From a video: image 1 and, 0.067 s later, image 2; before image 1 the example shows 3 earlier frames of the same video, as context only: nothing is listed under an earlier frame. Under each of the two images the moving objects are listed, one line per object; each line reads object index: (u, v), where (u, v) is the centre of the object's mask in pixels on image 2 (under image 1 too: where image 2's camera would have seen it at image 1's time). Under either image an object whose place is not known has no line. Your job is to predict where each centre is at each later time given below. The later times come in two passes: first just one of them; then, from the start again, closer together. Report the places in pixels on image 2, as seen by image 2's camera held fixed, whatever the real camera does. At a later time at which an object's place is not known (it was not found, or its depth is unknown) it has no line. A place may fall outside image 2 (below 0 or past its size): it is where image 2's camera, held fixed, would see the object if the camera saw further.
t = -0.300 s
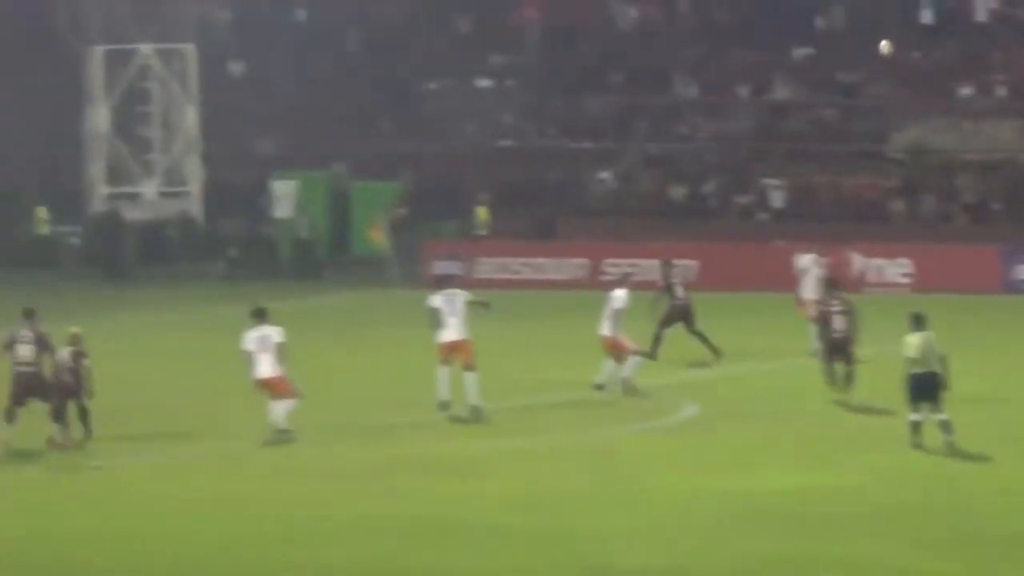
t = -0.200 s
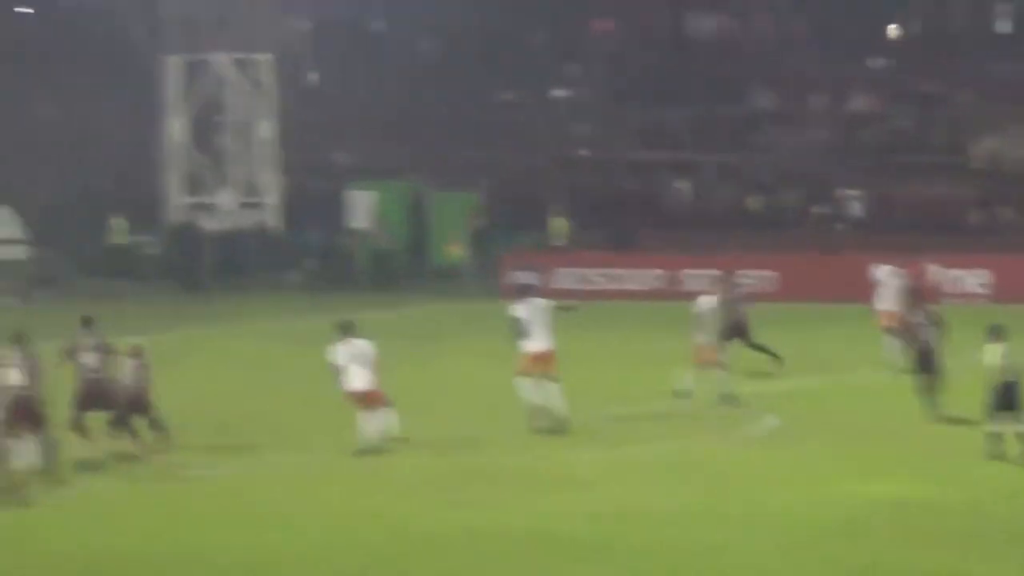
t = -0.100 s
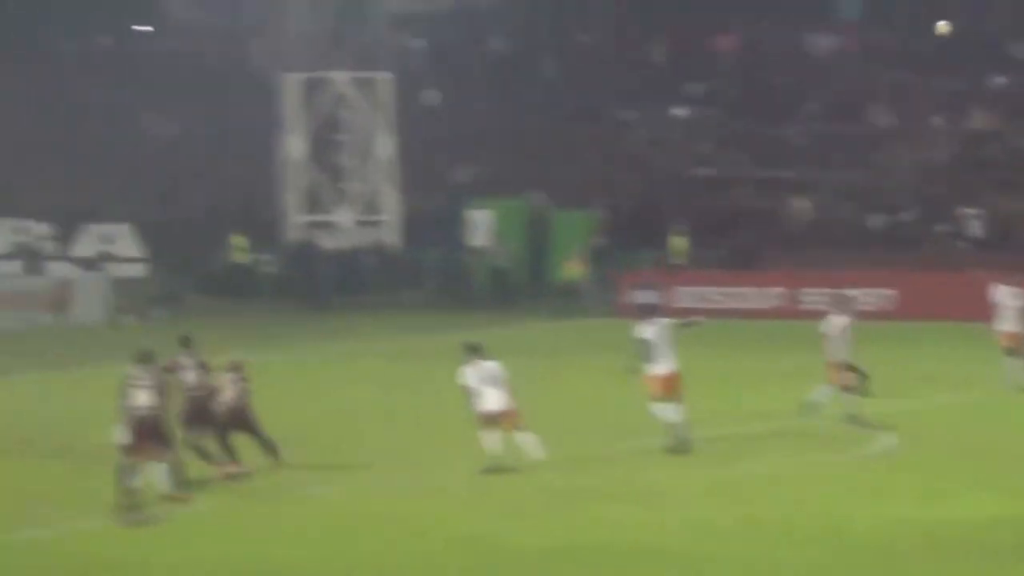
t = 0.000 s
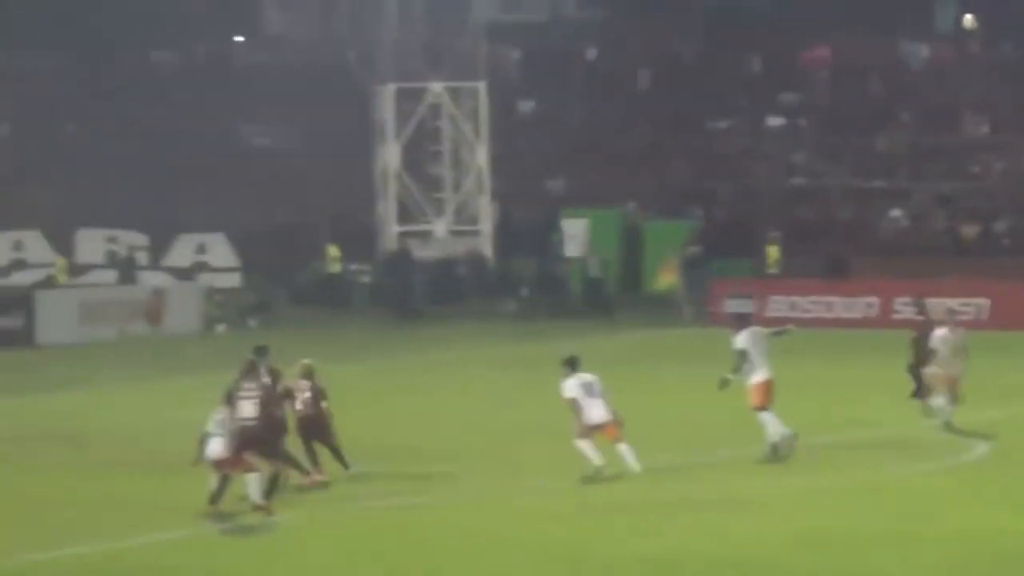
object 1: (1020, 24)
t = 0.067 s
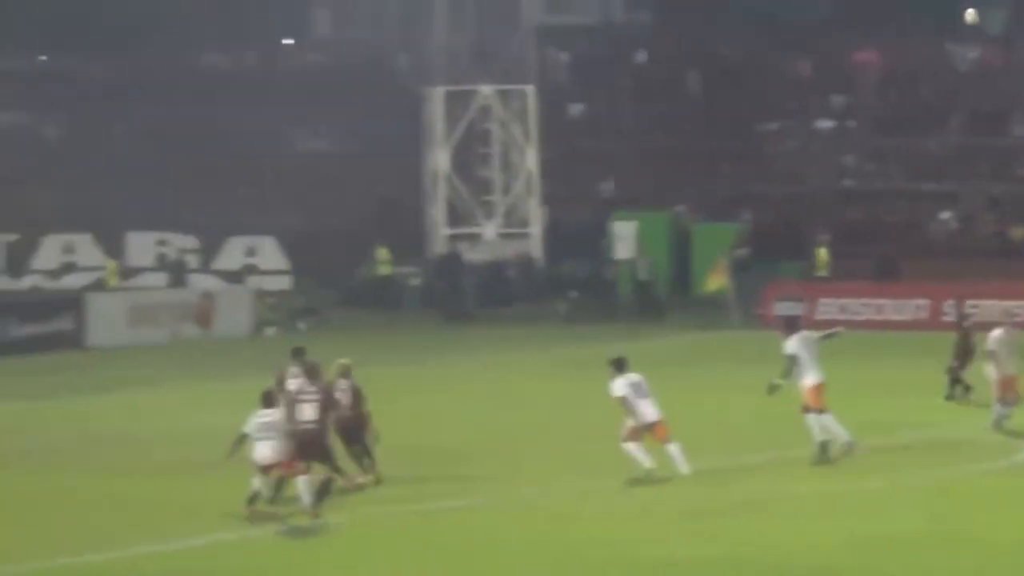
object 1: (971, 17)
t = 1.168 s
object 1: (138, 256)
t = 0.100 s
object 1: (946, 14)
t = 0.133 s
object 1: (921, 13)
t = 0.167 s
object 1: (894, 13)
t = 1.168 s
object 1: (138, 256)
